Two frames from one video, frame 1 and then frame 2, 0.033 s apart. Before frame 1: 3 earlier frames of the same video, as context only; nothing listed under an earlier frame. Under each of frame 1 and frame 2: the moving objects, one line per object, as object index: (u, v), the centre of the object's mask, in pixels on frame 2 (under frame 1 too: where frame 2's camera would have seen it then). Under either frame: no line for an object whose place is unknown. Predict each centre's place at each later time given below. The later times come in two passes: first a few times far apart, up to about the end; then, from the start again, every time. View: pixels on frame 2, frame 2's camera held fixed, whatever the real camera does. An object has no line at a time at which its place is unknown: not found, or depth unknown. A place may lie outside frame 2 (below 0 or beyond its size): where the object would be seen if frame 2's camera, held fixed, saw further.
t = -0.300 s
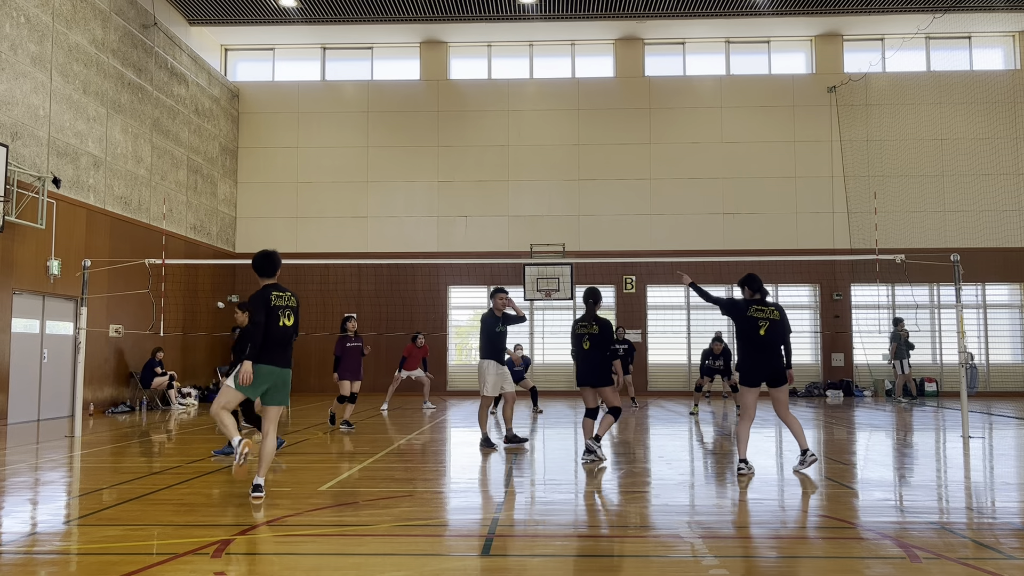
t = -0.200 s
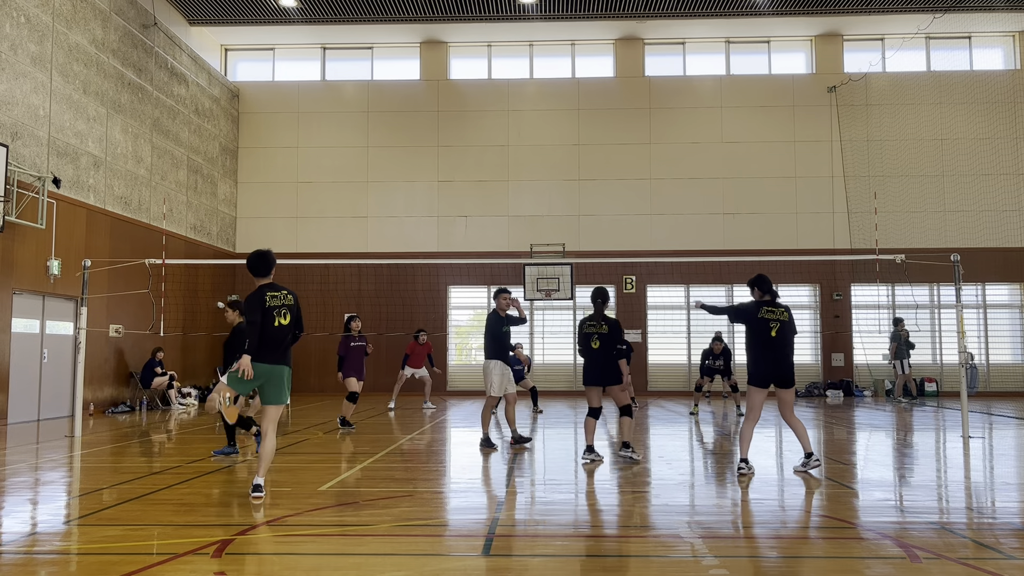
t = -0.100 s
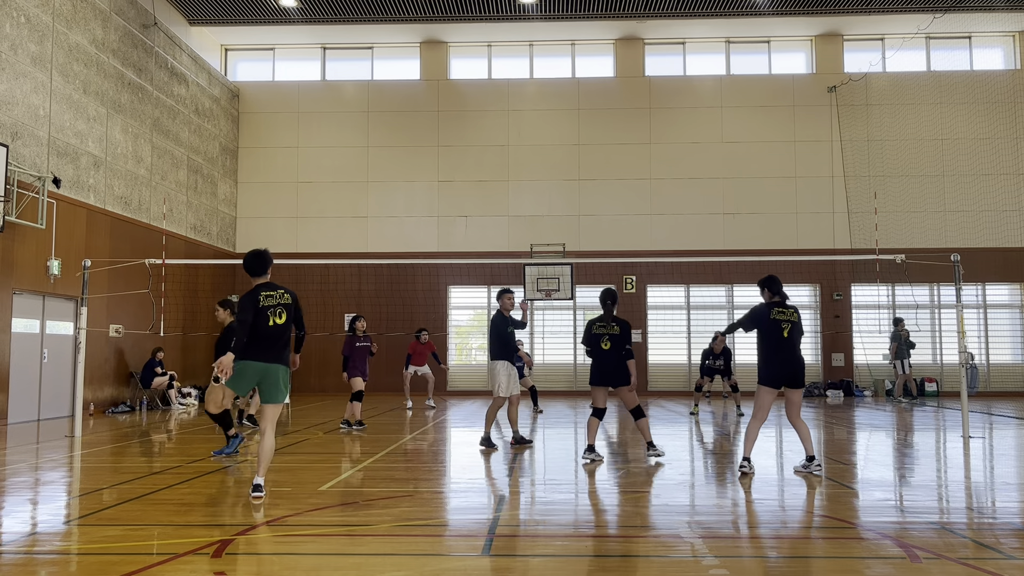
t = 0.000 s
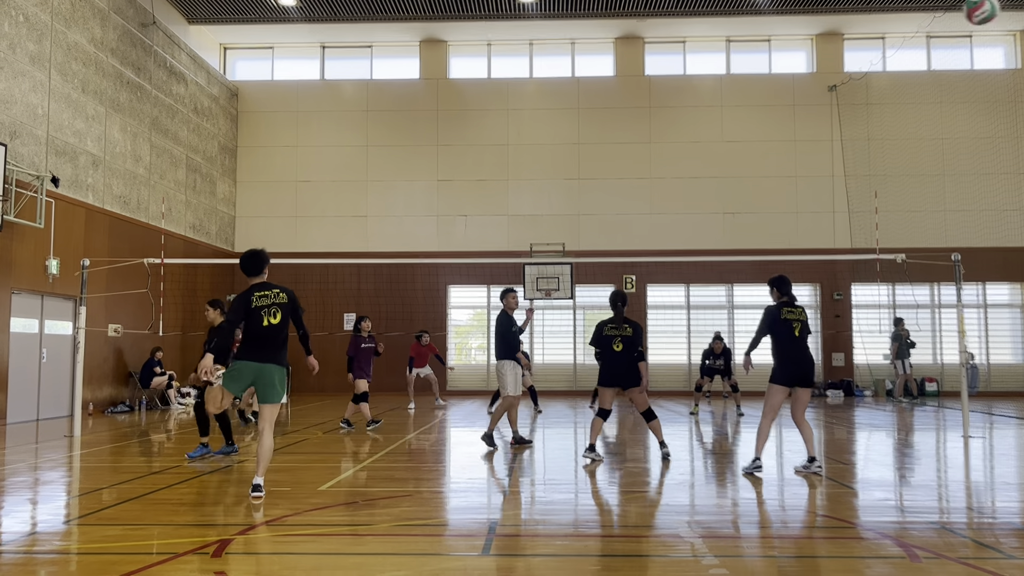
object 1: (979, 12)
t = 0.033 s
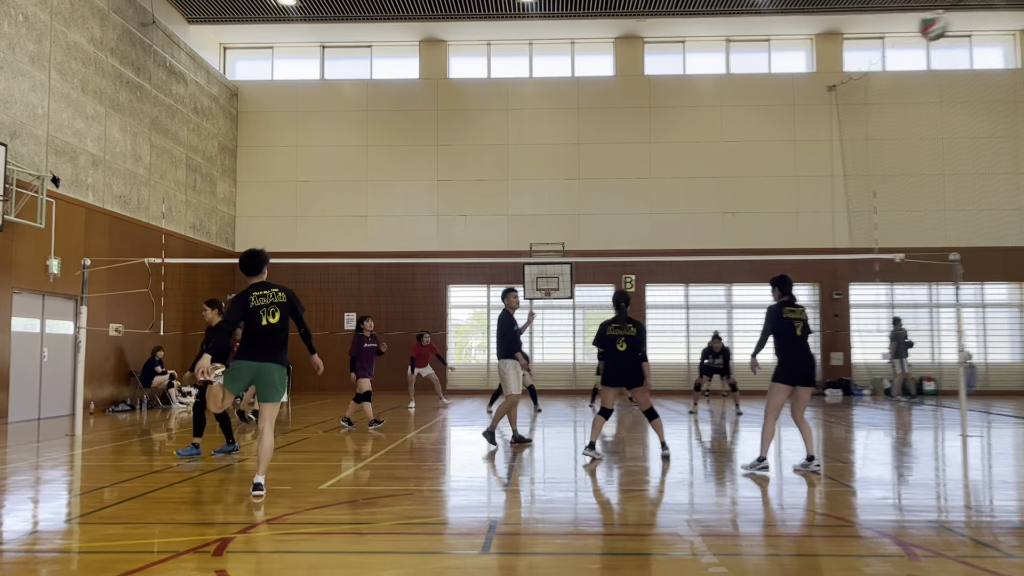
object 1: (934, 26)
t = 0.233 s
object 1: (756, 122)
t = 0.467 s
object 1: (661, 216)
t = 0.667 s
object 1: (620, 291)
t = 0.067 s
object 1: (891, 44)
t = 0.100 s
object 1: (856, 60)
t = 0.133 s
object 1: (826, 76)
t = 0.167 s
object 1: (800, 92)
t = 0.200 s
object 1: (777, 107)
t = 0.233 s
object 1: (756, 122)
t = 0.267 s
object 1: (738, 135)
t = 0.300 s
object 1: (722, 149)
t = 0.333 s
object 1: (707, 163)
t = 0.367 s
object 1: (693, 176)
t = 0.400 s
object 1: (682, 189)
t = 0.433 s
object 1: (671, 202)
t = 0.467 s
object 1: (661, 216)
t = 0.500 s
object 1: (653, 229)
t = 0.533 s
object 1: (644, 241)
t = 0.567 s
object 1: (638, 252)
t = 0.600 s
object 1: (631, 267)
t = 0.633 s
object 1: (626, 280)
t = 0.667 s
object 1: (620, 291)
